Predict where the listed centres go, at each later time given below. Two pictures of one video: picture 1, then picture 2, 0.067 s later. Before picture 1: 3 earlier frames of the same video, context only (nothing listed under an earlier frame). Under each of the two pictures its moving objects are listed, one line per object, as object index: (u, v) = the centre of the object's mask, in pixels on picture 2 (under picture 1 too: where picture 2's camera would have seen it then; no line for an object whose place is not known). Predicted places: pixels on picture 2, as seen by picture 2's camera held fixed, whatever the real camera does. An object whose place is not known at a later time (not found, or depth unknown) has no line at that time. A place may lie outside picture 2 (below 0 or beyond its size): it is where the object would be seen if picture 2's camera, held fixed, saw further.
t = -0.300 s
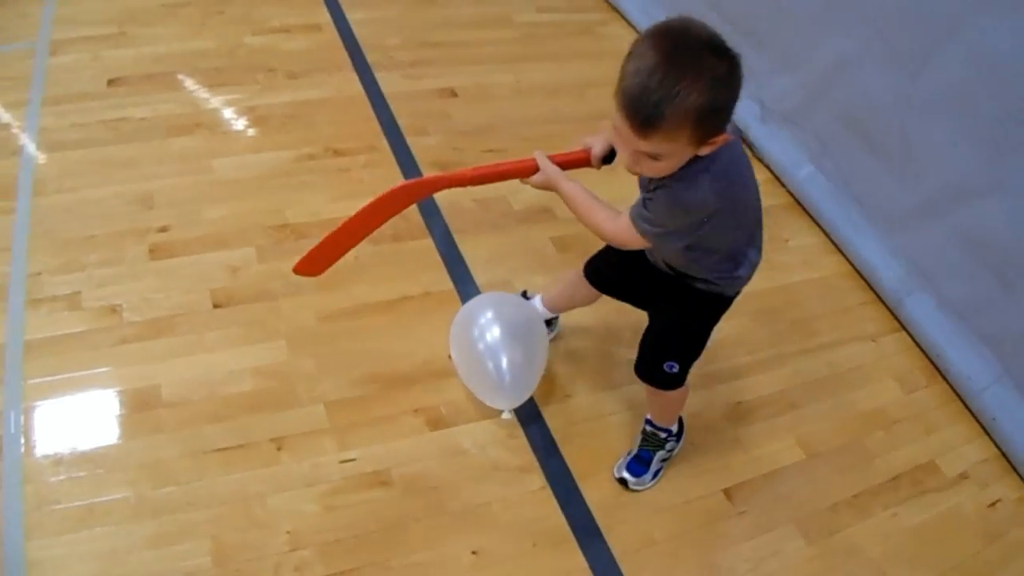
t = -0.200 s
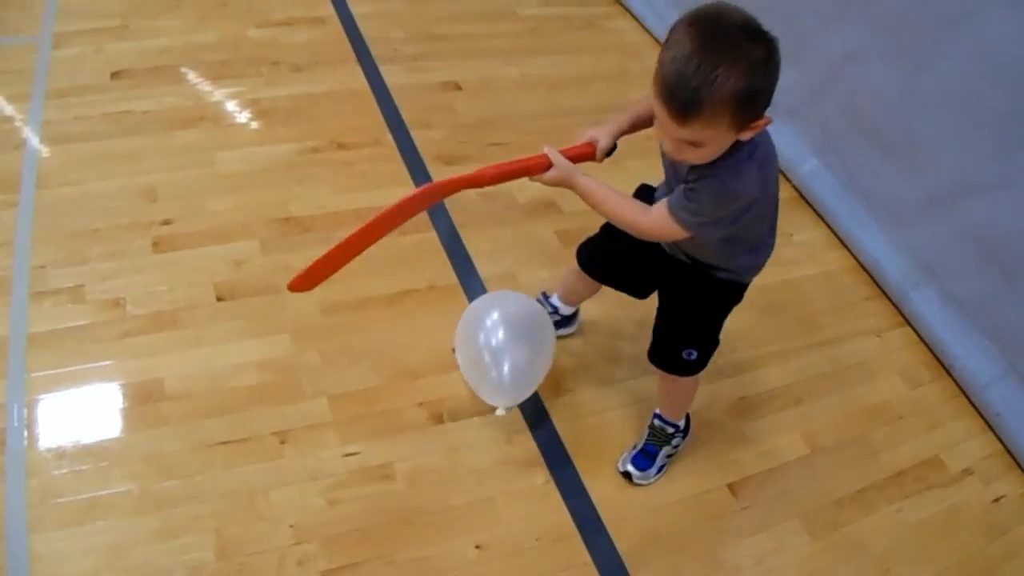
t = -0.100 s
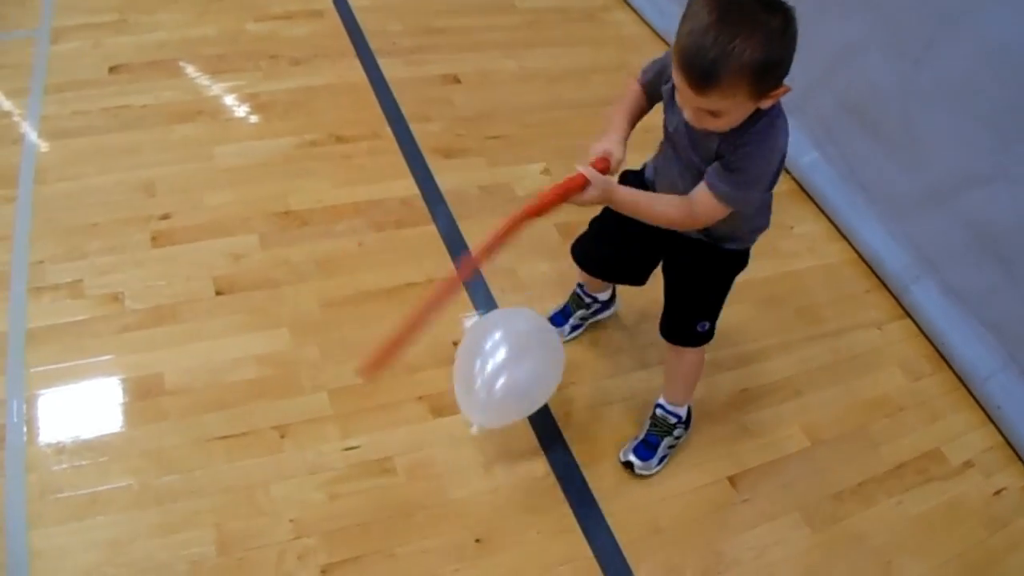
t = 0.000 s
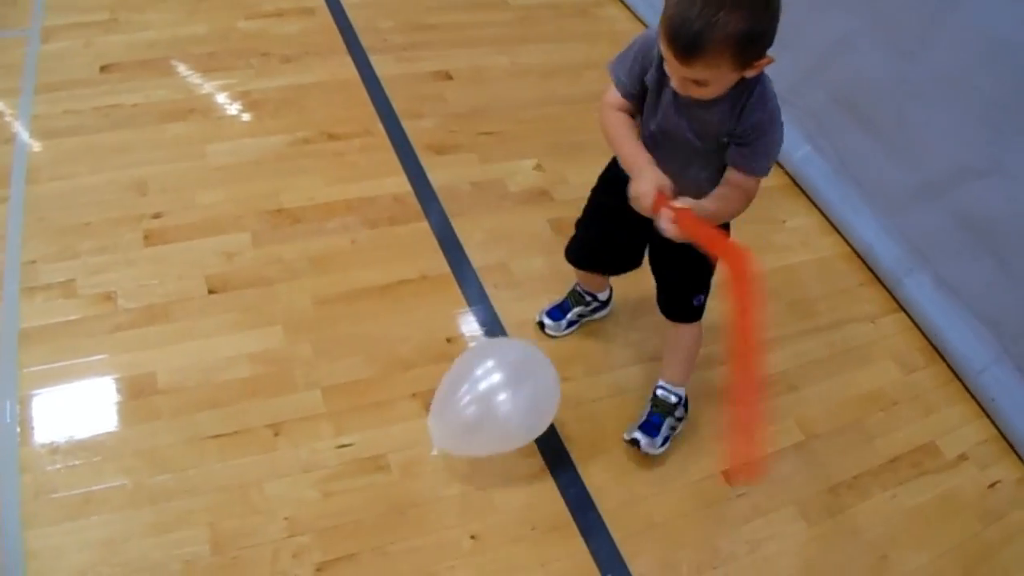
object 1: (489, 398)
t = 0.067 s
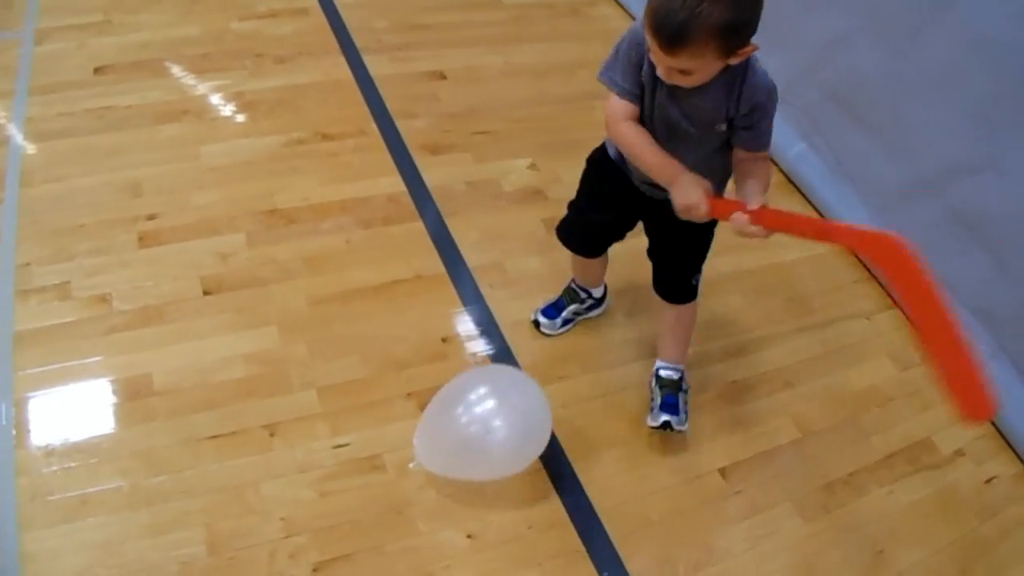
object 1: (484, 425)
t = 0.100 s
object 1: (480, 440)
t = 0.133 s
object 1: (477, 454)
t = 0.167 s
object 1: (473, 470)
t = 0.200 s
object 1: (469, 483)
